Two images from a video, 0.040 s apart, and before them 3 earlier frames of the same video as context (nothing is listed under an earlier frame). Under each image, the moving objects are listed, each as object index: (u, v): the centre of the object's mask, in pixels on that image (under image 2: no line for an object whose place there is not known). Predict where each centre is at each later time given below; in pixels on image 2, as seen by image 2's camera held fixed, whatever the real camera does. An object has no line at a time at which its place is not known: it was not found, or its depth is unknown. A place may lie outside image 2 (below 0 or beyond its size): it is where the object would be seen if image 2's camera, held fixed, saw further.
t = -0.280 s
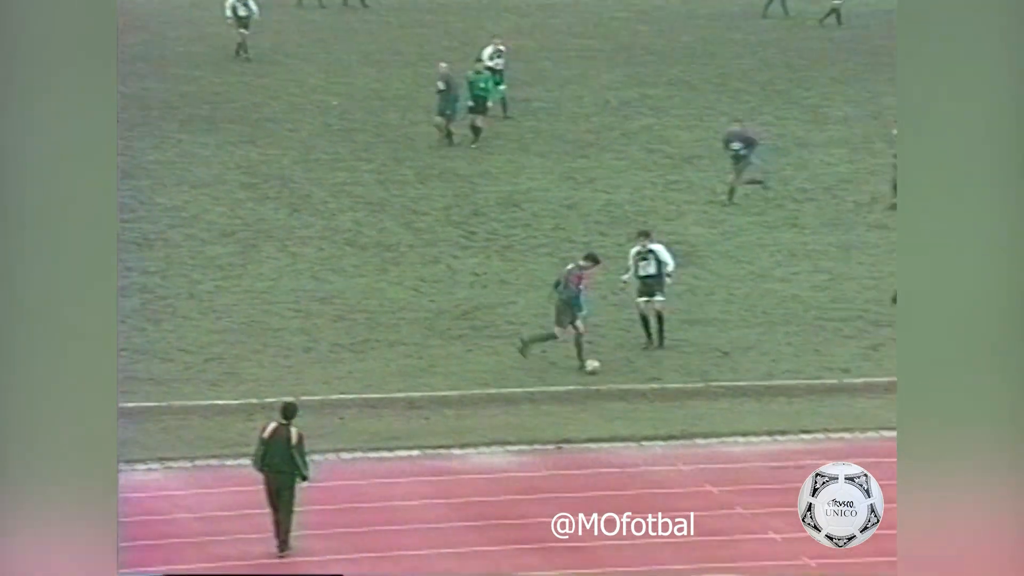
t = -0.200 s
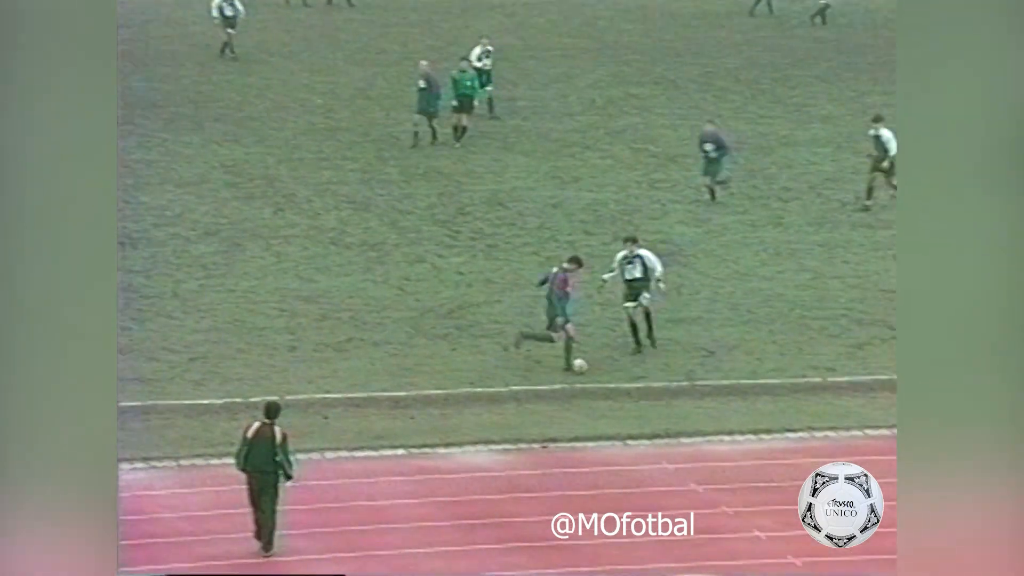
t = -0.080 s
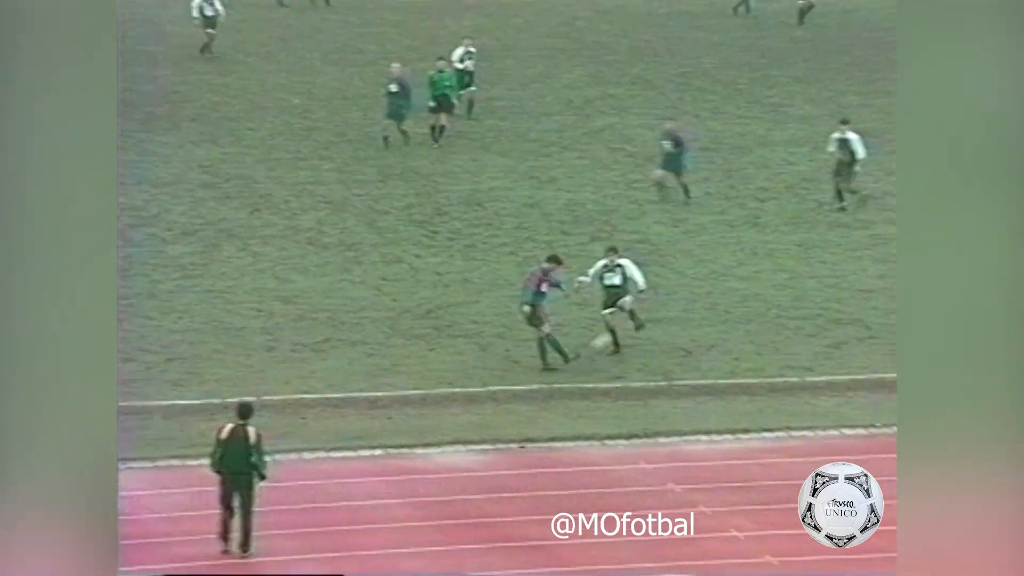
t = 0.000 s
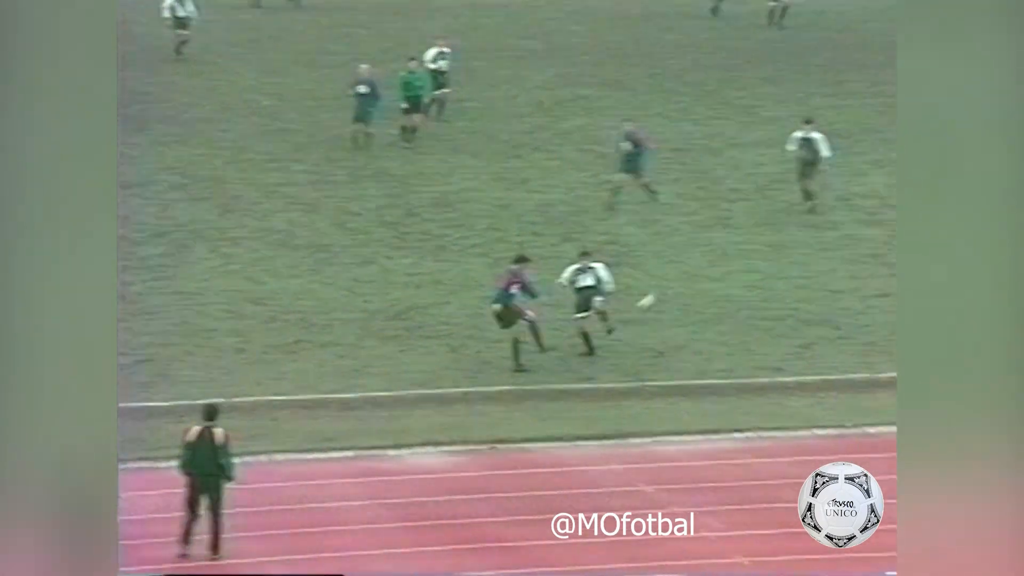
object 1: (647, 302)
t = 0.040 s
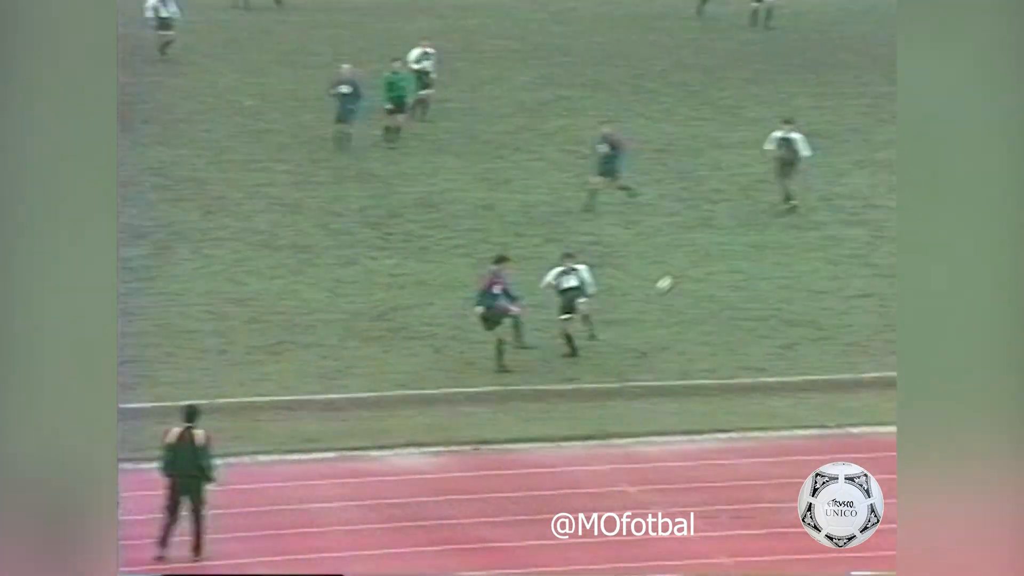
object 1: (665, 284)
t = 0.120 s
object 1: (734, 251)
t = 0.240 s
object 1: (836, 208)
